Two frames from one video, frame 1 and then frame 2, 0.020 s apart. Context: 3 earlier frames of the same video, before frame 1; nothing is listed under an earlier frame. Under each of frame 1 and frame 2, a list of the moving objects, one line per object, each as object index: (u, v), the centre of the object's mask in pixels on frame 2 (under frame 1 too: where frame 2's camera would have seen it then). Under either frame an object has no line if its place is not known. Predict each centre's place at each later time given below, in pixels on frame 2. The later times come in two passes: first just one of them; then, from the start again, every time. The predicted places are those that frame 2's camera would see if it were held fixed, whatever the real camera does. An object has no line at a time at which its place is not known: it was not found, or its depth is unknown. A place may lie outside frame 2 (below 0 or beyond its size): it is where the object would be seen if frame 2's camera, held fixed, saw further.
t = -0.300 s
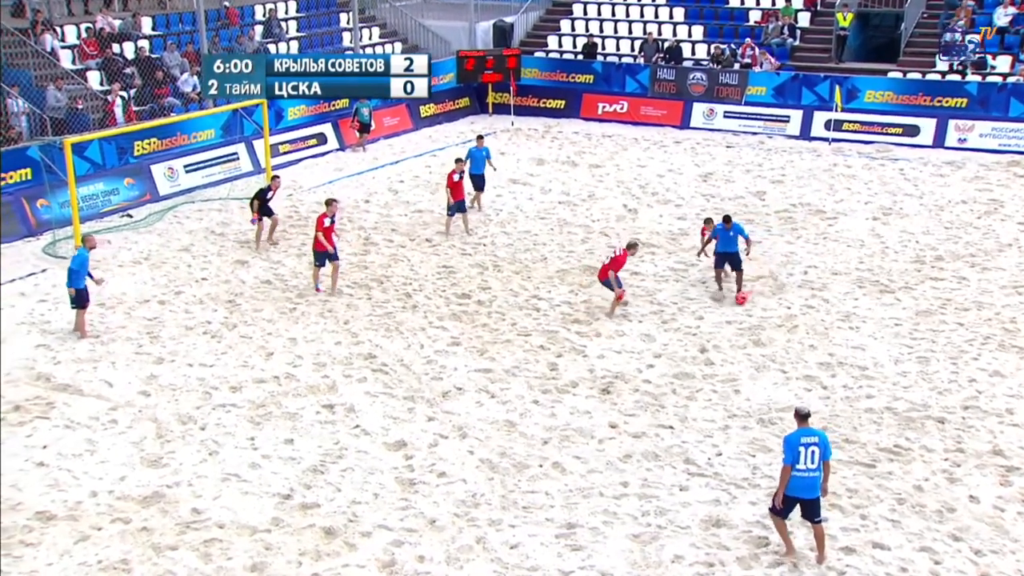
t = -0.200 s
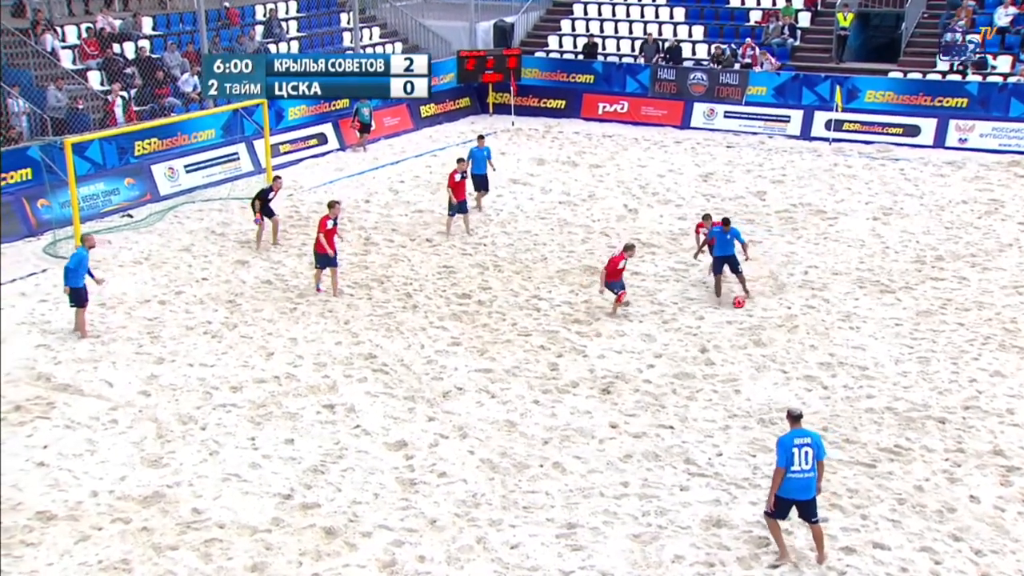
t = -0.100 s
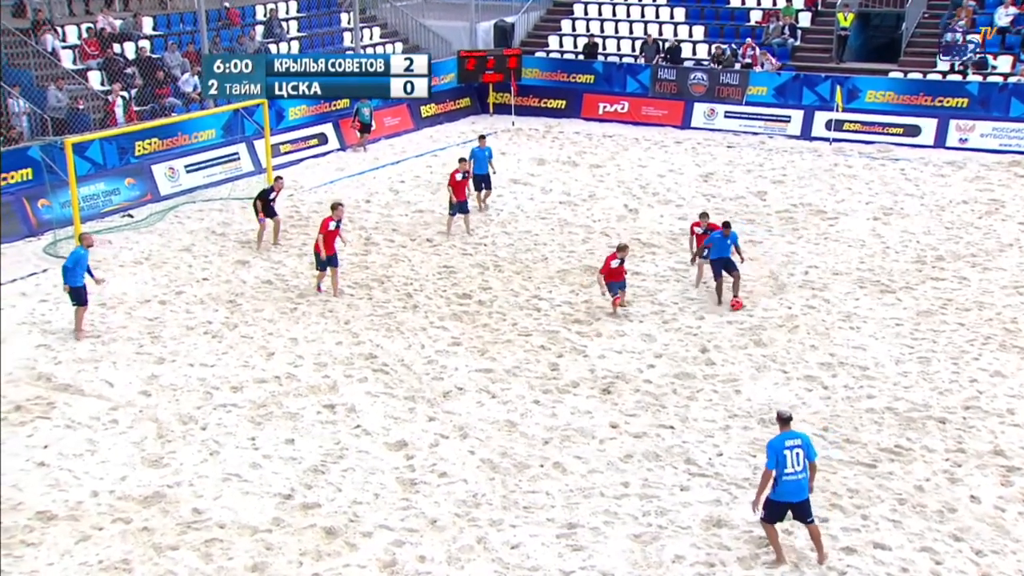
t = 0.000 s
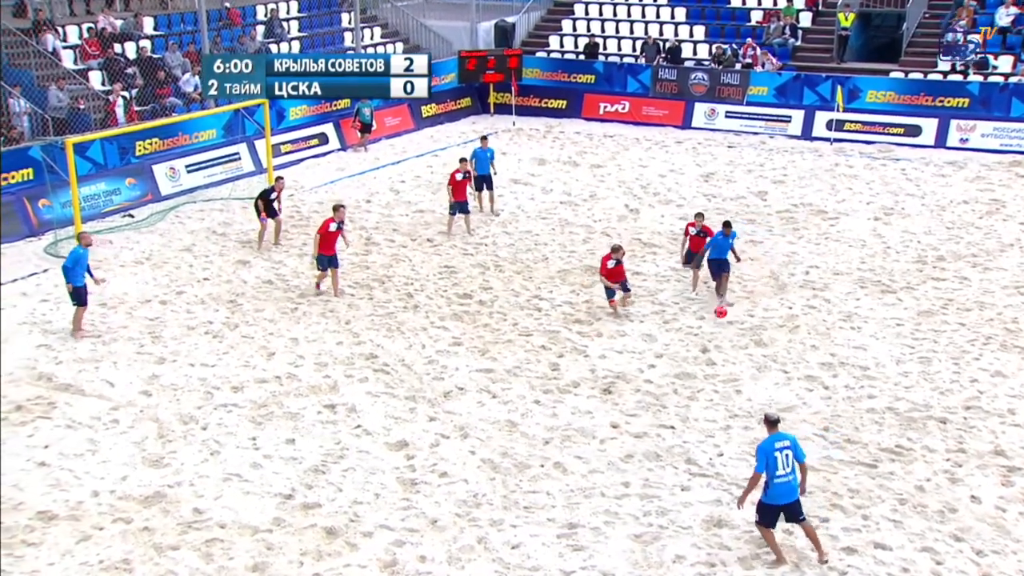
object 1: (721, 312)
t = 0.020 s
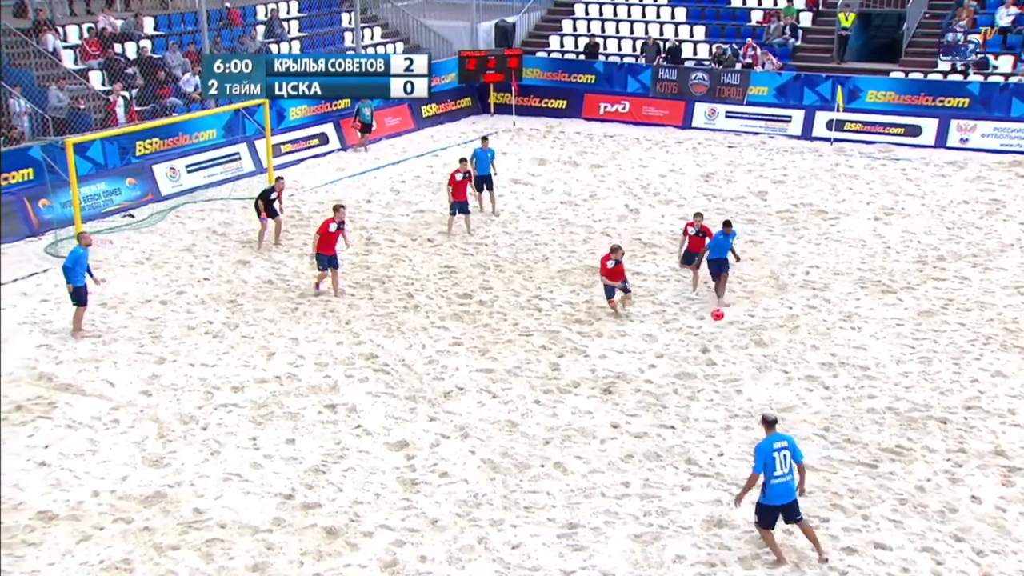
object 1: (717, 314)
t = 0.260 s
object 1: (672, 366)
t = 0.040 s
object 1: (714, 317)
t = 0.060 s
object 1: (710, 320)
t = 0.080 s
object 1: (707, 323)
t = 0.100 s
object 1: (703, 327)
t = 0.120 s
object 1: (699, 330)
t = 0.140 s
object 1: (696, 334)
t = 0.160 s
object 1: (692, 339)
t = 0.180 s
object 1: (688, 344)
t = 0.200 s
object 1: (685, 349)
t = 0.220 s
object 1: (680, 354)
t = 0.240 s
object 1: (676, 360)
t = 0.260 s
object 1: (672, 366)
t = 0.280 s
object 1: (668, 373)
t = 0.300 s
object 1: (663, 379)
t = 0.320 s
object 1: (658, 387)
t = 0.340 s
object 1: (654, 394)
